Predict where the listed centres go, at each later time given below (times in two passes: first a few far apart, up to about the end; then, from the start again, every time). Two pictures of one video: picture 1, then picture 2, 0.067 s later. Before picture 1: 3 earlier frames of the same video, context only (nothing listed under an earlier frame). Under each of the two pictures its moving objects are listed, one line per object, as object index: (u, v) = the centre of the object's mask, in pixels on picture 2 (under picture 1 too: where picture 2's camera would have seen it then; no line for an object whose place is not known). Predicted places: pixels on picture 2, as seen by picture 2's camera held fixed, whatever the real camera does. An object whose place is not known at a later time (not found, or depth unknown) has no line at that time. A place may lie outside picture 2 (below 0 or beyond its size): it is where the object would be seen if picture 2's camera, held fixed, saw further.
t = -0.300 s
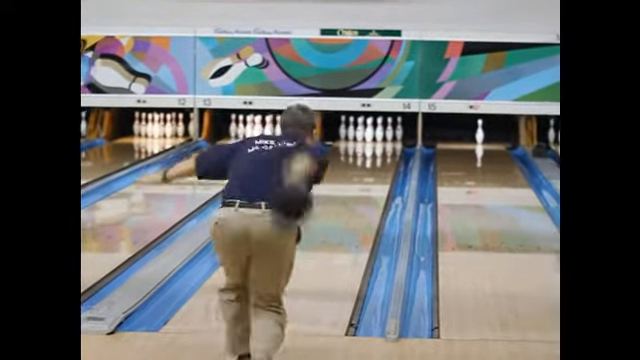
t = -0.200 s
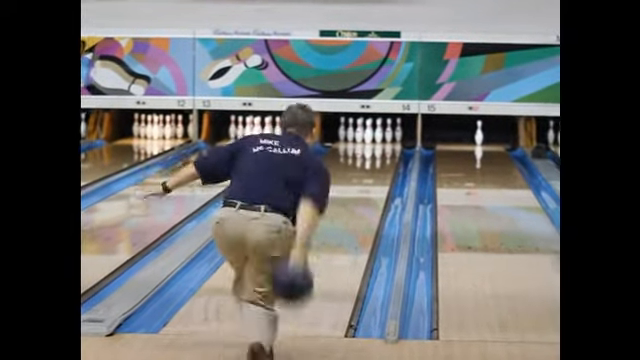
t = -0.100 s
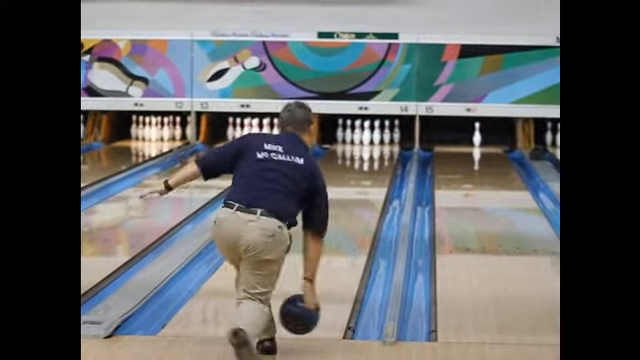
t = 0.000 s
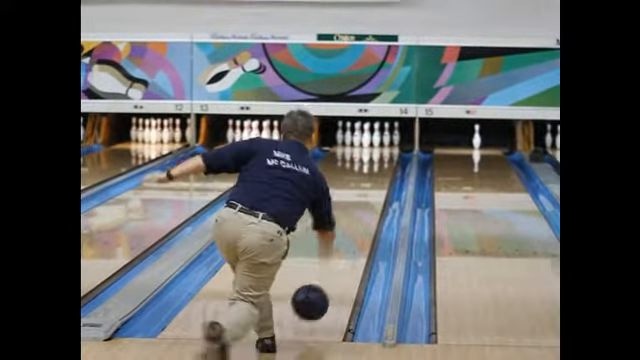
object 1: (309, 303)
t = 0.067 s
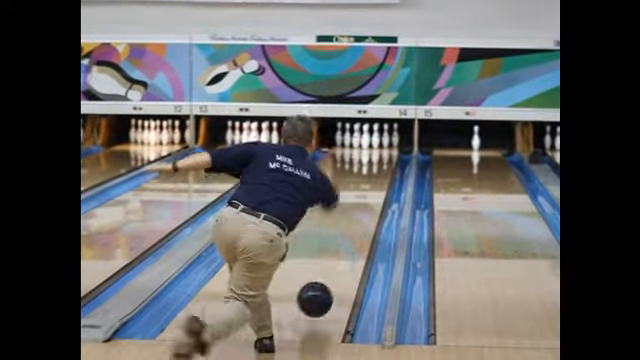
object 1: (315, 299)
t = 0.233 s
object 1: (326, 277)
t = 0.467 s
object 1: (339, 246)
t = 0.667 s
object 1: (350, 225)
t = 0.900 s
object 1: (355, 206)
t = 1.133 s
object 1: (361, 191)
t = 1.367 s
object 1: (365, 177)
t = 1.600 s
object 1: (368, 168)
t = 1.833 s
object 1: (370, 159)
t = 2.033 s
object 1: (370, 153)
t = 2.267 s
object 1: (369, 145)
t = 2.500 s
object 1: (370, 142)
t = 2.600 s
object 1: (372, 142)
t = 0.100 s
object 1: (317, 298)
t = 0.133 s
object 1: (320, 293)
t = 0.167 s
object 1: (322, 287)
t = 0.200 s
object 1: (324, 282)
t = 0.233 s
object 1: (326, 277)
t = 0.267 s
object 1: (329, 272)
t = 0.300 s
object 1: (331, 267)
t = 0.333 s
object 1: (333, 263)
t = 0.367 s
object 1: (334, 258)
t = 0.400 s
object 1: (336, 254)
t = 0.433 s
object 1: (338, 250)
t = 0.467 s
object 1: (339, 246)
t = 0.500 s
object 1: (341, 242)
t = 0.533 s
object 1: (342, 239)
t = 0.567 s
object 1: (344, 236)
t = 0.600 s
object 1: (351, 230)
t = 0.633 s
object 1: (350, 228)
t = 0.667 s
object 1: (350, 225)
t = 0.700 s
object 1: (350, 222)
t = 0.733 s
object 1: (350, 219)
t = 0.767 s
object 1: (351, 216)
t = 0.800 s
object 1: (352, 214)
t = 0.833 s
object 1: (353, 211)
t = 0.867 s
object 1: (354, 208)
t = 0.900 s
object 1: (355, 206)
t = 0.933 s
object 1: (356, 204)
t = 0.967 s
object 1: (357, 201)
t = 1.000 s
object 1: (358, 200)
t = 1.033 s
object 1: (358, 197)
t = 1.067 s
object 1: (359, 195)
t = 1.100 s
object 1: (360, 193)
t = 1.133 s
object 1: (361, 191)
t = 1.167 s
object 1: (361, 189)
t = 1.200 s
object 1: (362, 187)
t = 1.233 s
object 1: (363, 185)
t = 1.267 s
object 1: (363, 184)
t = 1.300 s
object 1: (364, 181)
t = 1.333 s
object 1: (364, 179)
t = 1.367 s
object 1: (365, 177)
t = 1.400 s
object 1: (365, 176)
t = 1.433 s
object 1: (366, 175)
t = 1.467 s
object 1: (366, 174)
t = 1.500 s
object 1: (366, 173)
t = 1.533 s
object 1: (367, 172)
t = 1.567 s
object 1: (368, 169)
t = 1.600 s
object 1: (368, 168)
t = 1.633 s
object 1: (368, 167)
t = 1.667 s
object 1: (368, 166)
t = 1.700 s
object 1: (369, 164)
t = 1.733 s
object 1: (369, 163)
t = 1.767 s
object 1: (369, 161)
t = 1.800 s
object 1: (369, 160)
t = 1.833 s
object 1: (370, 159)
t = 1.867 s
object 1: (370, 157)
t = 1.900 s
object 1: (370, 157)
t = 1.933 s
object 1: (370, 155)
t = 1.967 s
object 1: (370, 155)
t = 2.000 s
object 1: (371, 154)
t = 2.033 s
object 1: (370, 153)
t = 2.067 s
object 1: (370, 151)
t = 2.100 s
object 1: (370, 151)
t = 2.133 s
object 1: (370, 150)
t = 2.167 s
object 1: (370, 149)
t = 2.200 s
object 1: (369, 148)
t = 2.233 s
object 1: (369, 147)
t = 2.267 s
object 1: (369, 145)
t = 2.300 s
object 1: (369, 145)
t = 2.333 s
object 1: (369, 144)
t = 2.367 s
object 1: (368, 144)
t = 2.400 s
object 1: (369, 143)
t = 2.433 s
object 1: (369, 143)
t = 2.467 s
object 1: (370, 142)
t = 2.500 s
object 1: (370, 142)
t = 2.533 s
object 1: (371, 142)
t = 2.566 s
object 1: (372, 142)
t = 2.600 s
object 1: (372, 142)
